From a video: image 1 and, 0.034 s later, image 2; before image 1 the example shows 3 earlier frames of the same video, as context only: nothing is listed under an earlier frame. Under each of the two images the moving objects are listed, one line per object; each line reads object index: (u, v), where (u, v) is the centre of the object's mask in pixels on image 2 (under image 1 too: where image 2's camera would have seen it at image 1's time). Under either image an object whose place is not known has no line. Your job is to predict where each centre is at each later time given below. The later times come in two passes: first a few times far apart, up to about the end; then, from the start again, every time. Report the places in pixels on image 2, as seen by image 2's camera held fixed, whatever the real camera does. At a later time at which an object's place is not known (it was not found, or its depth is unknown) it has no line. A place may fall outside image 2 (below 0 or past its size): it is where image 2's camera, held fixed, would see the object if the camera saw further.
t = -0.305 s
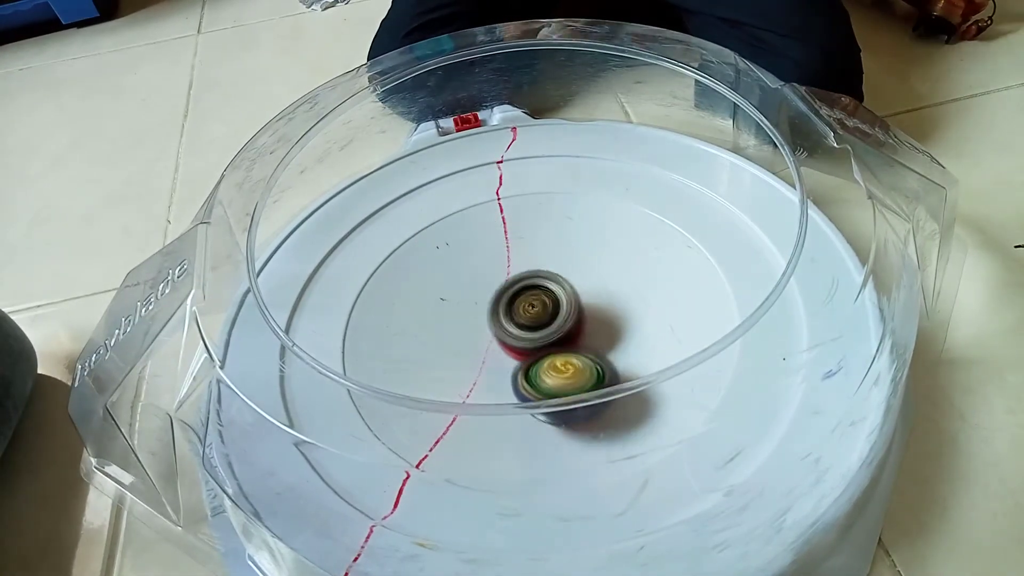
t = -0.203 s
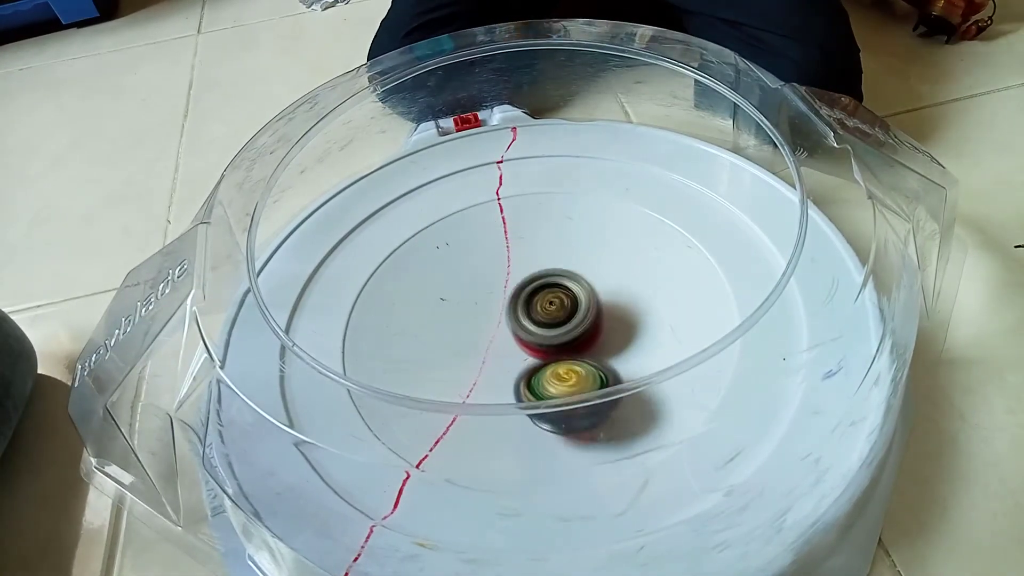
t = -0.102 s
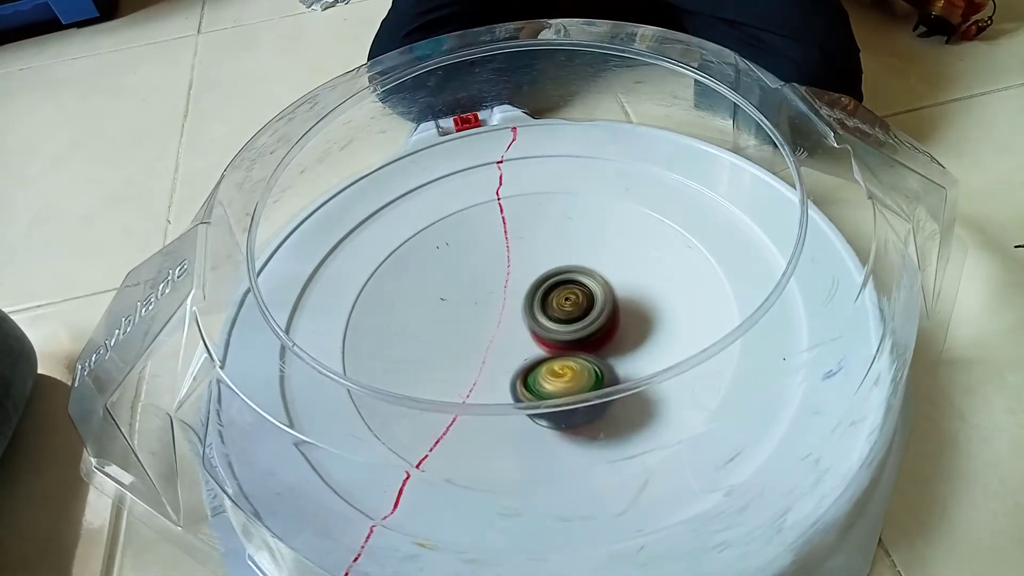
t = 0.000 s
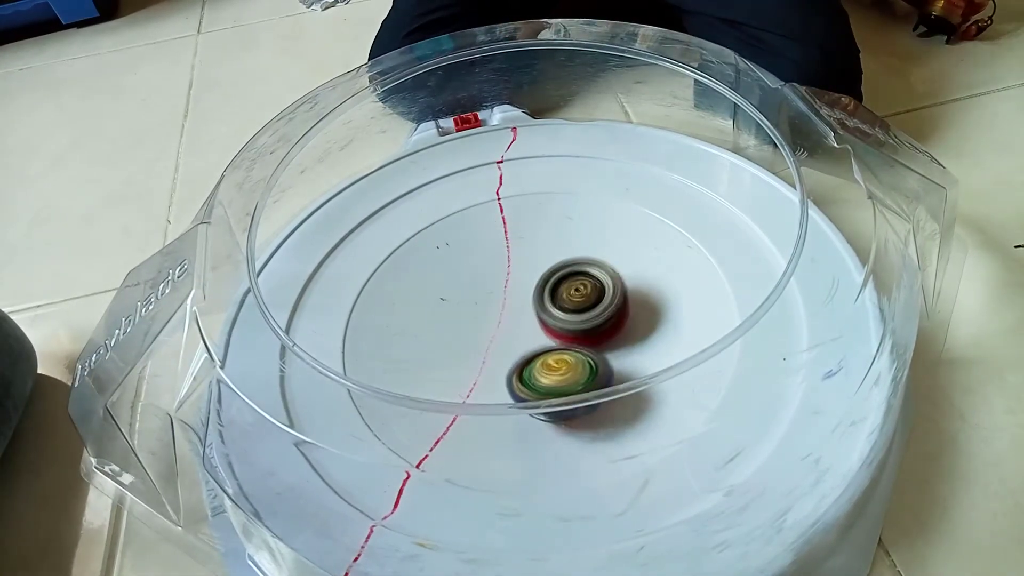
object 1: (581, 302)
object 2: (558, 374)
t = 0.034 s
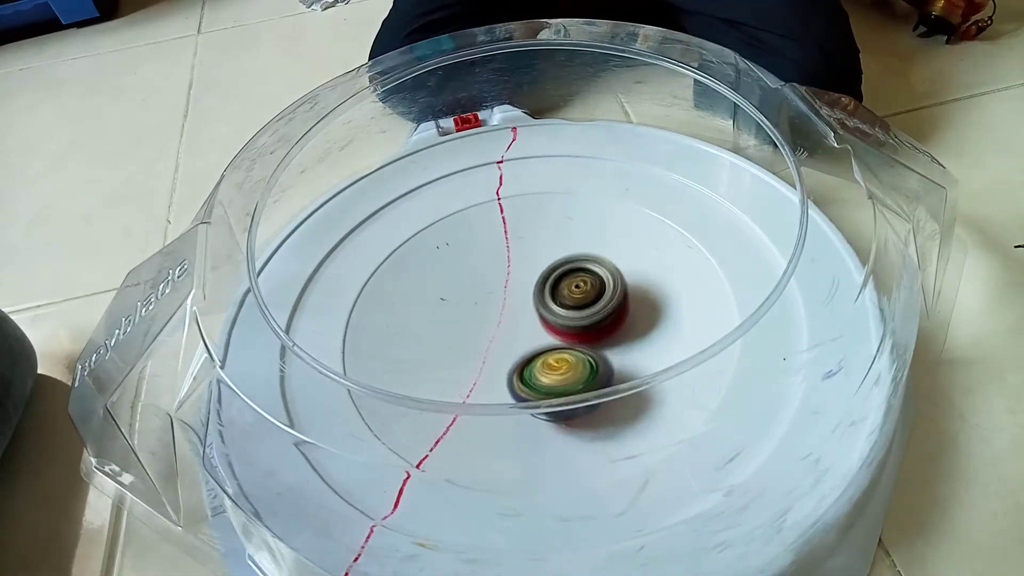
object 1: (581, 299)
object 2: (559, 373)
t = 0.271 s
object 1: (548, 287)
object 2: (574, 366)
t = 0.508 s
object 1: (505, 308)
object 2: (587, 348)
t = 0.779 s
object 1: (492, 345)
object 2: (606, 307)
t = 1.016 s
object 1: (524, 362)
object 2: (601, 271)
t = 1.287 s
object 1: (565, 354)
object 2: (600, 241)
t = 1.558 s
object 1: (542, 325)
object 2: (571, 236)
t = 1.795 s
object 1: (512, 333)
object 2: (539, 239)
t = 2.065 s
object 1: (530, 352)
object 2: (512, 259)
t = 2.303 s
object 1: (573, 338)
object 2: (482, 267)
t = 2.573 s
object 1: (577, 298)
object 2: (462, 307)
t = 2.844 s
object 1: (539, 289)
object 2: (483, 356)
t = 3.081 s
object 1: (530, 303)
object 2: (515, 385)
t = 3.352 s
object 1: (551, 302)
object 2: (530, 375)
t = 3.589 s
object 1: (538, 286)
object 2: (551, 359)
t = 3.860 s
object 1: (508, 296)
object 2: (574, 350)
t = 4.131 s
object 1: (499, 315)
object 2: (589, 328)
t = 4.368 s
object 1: (499, 327)
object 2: (591, 309)
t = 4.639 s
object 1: (506, 336)
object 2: (583, 291)
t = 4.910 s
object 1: (517, 347)
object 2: (561, 276)
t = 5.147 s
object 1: (533, 349)
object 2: (536, 271)
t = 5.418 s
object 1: (553, 345)
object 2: (509, 278)
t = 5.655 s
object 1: (568, 333)
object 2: (490, 292)
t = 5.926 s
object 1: (577, 317)
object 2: (484, 314)
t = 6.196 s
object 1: (575, 302)
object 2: (492, 339)
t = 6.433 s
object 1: (565, 291)
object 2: (511, 353)
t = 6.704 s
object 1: (539, 290)
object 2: (535, 363)
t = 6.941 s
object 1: (519, 302)
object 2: (563, 365)
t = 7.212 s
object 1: (503, 309)
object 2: (585, 340)
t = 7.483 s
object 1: (481, 316)
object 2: (597, 316)
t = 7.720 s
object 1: (500, 329)
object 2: (576, 283)
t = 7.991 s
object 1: (530, 340)
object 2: (562, 265)
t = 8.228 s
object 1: (560, 341)
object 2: (533, 266)
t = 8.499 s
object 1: (574, 321)
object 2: (483, 298)
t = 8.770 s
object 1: (547, 307)
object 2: (459, 334)
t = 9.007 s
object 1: (556, 296)
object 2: (465, 339)
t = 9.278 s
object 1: (574, 285)
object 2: (505, 343)
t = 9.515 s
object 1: (588, 275)
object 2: (531, 343)
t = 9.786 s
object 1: (583, 277)
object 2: (528, 346)
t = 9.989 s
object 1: (565, 280)
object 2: (509, 352)
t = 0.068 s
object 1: (580, 296)
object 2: (560, 372)
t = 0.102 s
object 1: (577, 294)
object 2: (561, 370)
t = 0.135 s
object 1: (573, 292)
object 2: (562, 368)
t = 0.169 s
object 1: (568, 291)
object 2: (564, 365)
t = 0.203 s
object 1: (561, 288)
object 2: (567, 366)
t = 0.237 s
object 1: (555, 286)
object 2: (570, 367)
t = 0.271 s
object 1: (548, 287)
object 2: (574, 366)
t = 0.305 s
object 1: (541, 289)
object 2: (577, 365)
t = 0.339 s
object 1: (535, 291)
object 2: (579, 363)
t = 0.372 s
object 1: (528, 294)
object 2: (580, 361)
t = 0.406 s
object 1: (523, 298)
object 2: (580, 357)
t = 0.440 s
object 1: (518, 302)
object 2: (580, 355)
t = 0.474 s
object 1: (511, 305)
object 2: (583, 352)
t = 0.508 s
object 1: (505, 308)
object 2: (587, 348)
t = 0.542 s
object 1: (499, 311)
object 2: (590, 344)
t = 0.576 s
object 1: (495, 316)
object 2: (593, 339)
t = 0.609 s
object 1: (491, 320)
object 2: (597, 334)
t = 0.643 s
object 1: (488, 326)
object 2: (600, 328)
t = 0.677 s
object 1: (487, 331)
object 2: (602, 323)
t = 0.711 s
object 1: (487, 336)
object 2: (604, 317)
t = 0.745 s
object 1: (489, 341)
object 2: (605, 312)
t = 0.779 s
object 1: (492, 345)
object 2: (606, 307)
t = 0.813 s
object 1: (496, 348)
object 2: (606, 303)
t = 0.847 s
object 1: (502, 351)
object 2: (605, 300)
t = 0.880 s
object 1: (508, 353)
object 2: (603, 297)
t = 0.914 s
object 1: (516, 354)
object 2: (601, 295)
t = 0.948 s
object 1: (522, 353)
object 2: (599, 294)
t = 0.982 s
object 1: (525, 356)
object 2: (599, 285)
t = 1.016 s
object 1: (524, 362)
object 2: (601, 271)
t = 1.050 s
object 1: (527, 364)
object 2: (601, 261)
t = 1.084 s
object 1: (533, 365)
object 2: (601, 256)
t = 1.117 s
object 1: (540, 365)
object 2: (602, 252)
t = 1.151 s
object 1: (546, 364)
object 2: (603, 249)
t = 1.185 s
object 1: (552, 363)
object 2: (603, 246)
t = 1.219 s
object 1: (558, 361)
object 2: (603, 244)
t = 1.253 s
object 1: (562, 358)
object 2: (602, 242)
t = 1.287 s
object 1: (565, 354)
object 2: (600, 241)
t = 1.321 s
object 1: (567, 350)
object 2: (598, 241)
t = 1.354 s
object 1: (566, 345)
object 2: (595, 241)
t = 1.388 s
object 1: (564, 339)
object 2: (592, 240)
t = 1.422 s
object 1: (561, 334)
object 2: (589, 240)
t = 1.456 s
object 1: (557, 329)
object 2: (585, 241)
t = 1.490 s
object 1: (553, 324)
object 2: (581, 242)
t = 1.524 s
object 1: (547, 321)
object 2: (577, 242)
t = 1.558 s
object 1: (542, 325)
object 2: (571, 236)
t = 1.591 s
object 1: (536, 327)
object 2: (565, 232)
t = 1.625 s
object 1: (531, 327)
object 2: (560, 231)
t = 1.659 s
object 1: (526, 328)
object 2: (555, 231)
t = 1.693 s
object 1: (521, 329)
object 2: (551, 232)
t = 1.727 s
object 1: (517, 330)
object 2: (547, 233)
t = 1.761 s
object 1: (514, 331)
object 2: (543, 236)
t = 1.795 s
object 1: (512, 333)
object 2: (539, 239)
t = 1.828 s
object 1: (510, 335)
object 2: (535, 242)
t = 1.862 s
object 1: (509, 336)
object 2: (532, 246)
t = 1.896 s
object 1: (509, 338)
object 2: (528, 250)
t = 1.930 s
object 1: (511, 339)
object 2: (525, 255)
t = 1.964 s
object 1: (513, 339)
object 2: (523, 259)
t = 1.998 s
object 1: (516, 340)
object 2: (521, 261)
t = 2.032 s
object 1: (521, 345)
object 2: (518, 263)
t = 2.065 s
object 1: (530, 352)
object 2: (512, 259)
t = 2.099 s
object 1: (537, 353)
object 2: (507, 257)
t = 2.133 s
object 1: (544, 353)
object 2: (502, 257)
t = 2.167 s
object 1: (550, 352)
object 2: (497, 257)
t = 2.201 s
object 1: (557, 350)
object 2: (492, 259)
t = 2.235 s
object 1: (563, 348)
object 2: (488, 261)
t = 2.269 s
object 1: (568, 344)
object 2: (484, 264)
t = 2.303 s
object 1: (573, 338)
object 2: (482, 267)
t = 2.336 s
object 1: (575, 333)
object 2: (480, 270)
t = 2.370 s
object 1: (577, 328)
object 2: (478, 274)
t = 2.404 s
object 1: (576, 323)
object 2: (479, 278)
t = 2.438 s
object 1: (573, 318)
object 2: (480, 283)
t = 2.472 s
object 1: (570, 313)
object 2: (481, 287)
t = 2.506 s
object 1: (575, 308)
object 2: (476, 292)
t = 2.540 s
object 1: (578, 303)
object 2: (468, 299)
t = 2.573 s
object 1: (577, 298)
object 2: (462, 307)
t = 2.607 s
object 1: (574, 293)
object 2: (460, 315)
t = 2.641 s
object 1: (570, 290)
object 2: (460, 321)
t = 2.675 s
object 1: (564, 288)
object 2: (463, 326)
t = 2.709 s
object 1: (559, 286)
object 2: (466, 332)
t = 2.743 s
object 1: (552, 287)
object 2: (471, 336)
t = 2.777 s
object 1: (546, 288)
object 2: (476, 343)
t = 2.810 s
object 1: (543, 288)
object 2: (480, 350)
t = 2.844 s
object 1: (539, 289)
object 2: (483, 356)
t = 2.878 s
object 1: (535, 290)
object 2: (488, 361)
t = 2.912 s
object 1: (532, 292)
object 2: (493, 364)
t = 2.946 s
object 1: (530, 294)
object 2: (499, 368)
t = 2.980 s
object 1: (529, 296)
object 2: (503, 371)
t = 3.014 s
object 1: (528, 298)
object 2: (506, 374)
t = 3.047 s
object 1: (529, 300)
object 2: (510, 376)
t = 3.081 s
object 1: (530, 303)
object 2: (515, 385)
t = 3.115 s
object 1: (532, 305)
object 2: (519, 387)
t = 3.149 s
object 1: (535, 307)
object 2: (521, 388)
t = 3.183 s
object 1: (538, 309)
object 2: (524, 388)
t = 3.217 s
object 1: (542, 310)
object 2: (527, 386)
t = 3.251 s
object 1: (545, 311)
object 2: (528, 378)
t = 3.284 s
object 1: (548, 308)
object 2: (528, 377)
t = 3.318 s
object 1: (550, 304)
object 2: (529, 376)
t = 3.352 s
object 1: (551, 302)
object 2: (530, 375)
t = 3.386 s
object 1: (551, 299)
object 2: (533, 372)
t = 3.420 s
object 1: (551, 297)
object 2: (535, 369)
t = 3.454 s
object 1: (550, 294)
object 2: (537, 367)
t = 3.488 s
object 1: (549, 292)
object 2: (540, 365)
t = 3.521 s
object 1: (545, 289)
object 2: (543, 363)
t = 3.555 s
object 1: (542, 287)
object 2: (546, 361)
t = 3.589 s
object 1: (538, 286)
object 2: (551, 359)
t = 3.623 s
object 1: (534, 286)
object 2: (554, 359)
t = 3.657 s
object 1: (529, 286)
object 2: (558, 358)
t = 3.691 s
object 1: (525, 288)
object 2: (561, 357)
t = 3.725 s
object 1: (521, 290)
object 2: (563, 355)
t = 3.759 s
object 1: (517, 291)
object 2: (567, 353)
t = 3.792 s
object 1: (514, 293)
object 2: (570, 352)
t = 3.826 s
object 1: (511, 294)
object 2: (573, 351)
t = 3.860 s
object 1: (508, 296)
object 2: (574, 350)
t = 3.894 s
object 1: (506, 299)
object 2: (574, 346)
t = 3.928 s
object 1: (504, 301)
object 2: (576, 343)
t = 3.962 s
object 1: (503, 304)
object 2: (579, 341)
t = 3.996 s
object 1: (502, 307)
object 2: (582, 340)
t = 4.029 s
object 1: (501, 309)
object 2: (584, 337)
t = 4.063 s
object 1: (500, 311)
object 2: (586, 334)
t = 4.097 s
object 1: (500, 313)
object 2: (588, 331)
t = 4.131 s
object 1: (499, 315)
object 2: (589, 328)
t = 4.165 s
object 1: (499, 317)
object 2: (590, 325)
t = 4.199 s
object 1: (498, 318)
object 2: (591, 322)
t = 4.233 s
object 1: (498, 320)
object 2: (592, 319)
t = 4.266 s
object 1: (497, 321)
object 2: (591, 317)
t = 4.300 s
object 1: (498, 323)
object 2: (590, 315)
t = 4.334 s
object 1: (498, 325)
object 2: (590, 312)
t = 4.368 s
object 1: (499, 327)
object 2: (591, 309)
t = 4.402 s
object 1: (501, 328)
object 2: (591, 306)
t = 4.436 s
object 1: (502, 329)
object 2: (592, 301)
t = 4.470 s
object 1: (504, 330)
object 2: (592, 297)
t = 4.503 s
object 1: (503, 331)
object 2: (591, 294)
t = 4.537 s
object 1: (503, 332)
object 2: (591, 292)
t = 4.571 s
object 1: (503, 334)
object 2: (589, 291)
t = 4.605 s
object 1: (504, 335)
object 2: (586, 291)
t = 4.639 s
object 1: (506, 336)
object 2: (583, 291)
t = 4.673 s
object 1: (507, 338)
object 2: (581, 290)
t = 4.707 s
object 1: (508, 340)
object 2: (578, 287)
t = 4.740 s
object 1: (510, 341)
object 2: (576, 284)
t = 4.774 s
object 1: (511, 342)
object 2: (573, 282)
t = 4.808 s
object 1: (513, 343)
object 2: (571, 280)
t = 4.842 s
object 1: (514, 344)
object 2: (568, 279)
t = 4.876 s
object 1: (515, 345)
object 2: (564, 278)
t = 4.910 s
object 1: (517, 347)
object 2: (561, 276)
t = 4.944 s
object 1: (520, 347)
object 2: (557, 275)
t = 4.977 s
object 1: (522, 347)
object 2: (554, 274)
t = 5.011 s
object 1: (524, 347)
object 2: (550, 273)
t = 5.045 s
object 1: (526, 347)
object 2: (547, 272)
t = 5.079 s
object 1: (529, 348)
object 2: (543, 271)
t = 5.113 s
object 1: (531, 348)
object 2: (540, 271)
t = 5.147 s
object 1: (533, 349)
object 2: (536, 271)
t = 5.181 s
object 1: (536, 349)
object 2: (533, 272)
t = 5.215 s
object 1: (538, 349)
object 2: (530, 273)
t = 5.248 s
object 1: (541, 348)
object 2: (526, 274)
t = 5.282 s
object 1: (545, 348)
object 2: (522, 274)
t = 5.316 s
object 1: (547, 347)
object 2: (519, 274)
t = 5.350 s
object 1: (549, 346)
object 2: (515, 276)
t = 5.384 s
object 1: (551, 345)
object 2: (512, 277)
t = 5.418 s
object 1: (553, 345)
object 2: (509, 278)
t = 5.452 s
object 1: (555, 344)
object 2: (506, 280)
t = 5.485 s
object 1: (557, 342)
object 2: (504, 283)
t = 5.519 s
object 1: (560, 341)
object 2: (500, 284)
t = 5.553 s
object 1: (562, 339)
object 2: (496, 286)
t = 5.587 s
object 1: (563, 337)
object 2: (494, 288)
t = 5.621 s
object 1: (566, 335)
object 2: (491, 290)
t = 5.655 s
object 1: (568, 333)
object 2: (490, 292)
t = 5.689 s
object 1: (570, 332)
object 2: (489, 293)
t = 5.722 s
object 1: (571, 330)
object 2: (488, 296)
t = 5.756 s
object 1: (573, 327)
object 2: (489, 299)
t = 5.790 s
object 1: (575, 326)
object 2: (487, 301)
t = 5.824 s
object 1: (576, 324)
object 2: (486, 304)
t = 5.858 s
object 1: (576, 321)
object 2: (485, 307)
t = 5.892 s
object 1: (577, 319)
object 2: (484, 311)
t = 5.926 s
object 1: (577, 317)
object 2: (484, 314)
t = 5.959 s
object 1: (577, 315)
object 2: (483, 317)
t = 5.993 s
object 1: (577, 313)
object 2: (484, 320)
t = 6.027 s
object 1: (578, 311)
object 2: (485, 322)
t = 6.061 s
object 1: (578, 310)
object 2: (485, 326)
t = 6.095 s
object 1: (578, 307)
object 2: (488, 328)
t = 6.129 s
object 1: (578, 306)
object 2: (489, 332)
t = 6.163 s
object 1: (576, 304)
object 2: (489, 335)
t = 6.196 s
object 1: (575, 302)
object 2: (492, 339)
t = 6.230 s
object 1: (574, 300)
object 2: (493, 343)
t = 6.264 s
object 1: (572, 299)
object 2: (495, 345)
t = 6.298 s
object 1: (571, 298)
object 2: (498, 348)
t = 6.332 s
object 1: (571, 296)
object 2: (499, 350)
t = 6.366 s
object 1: (569, 294)
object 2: (502, 352)
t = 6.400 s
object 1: (567, 292)
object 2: (506, 352)
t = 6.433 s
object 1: (565, 291)
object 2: (511, 353)
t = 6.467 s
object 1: (562, 289)
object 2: (514, 357)
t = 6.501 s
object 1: (558, 289)
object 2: (518, 359)
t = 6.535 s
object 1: (554, 290)
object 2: (522, 361)
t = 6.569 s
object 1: (551, 290)
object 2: (524, 363)
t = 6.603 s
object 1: (549, 290)
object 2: (526, 365)
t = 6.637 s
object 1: (545, 290)
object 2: (528, 365)
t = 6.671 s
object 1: (542, 290)
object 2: (531, 364)
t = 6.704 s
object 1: (539, 290)
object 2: (535, 363)
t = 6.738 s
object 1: (535, 292)
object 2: (539, 364)
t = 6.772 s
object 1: (531, 294)
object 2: (544, 365)
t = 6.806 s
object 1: (529, 296)
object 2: (549, 367)
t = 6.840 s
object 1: (526, 299)
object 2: (554, 366)
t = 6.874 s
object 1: (524, 300)
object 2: (557, 367)
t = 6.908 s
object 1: (521, 302)
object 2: (561, 365)
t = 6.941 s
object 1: (519, 302)
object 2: (563, 365)
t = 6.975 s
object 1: (517, 301)
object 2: (566, 363)
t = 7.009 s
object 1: (513, 301)
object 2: (566, 363)
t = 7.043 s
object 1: (510, 301)
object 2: (567, 359)
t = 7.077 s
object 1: (508, 302)
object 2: (568, 355)
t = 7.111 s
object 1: (505, 304)
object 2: (571, 351)
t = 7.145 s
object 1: (504, 306)
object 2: (576, 347)
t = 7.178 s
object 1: (504, 308)
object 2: (581, 344)
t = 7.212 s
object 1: (503, 309)
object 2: (585, 340)
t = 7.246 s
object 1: (502, 311)
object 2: (587, 336)
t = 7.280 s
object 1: (501, 311)
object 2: (589, 333)
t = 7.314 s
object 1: (493, 309)
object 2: (599, 329)
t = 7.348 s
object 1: (489, 309)
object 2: (604, 327)
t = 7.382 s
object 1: (485, 311)
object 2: (605, 323)
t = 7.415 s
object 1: (482, 312)
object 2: (604, 321)
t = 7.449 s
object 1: (481, 314)
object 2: (600, 319)
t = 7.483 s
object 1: (481, 316)
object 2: (597, 316)
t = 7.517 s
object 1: (482, 318)
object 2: (591, 314)
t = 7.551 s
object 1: (485, 320)
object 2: (586, 312)
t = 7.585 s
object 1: (488, 322)
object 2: (580, 307)
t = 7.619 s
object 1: (489, 324)
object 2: (578, 301)
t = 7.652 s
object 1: (491, 326)
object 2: (578, 294)
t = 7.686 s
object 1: (496, 328)
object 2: (577, 288)
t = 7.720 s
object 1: (500, 329)
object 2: (576, 283)
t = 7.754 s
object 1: (503, 330)
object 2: (576, 278)
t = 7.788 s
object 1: (507, 331)
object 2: (575, 275)
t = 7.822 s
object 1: (511, 332)
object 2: (574, 273)
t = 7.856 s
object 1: (514, 334)
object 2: (572, 270)
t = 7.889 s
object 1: (518, 336)
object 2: (570, 269)
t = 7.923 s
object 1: (522, 338)
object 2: (568, 268)
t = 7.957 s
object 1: (525, 340)
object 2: (565, 266)
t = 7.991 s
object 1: (530, 340)
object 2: (562, 265)
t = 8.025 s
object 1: (534, 343)
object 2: (559, 264)
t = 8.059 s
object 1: (537, 344)
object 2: (556, 262)
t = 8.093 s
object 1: (543, 344)
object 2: (552, 262)
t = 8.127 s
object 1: (547, 343)
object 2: (548, 263)
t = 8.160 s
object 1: (552, 341)
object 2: (544, 264)
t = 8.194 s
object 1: (556, 341)
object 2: (540, 265)
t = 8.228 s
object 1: (560, 341)
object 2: (533, 266)
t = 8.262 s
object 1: (564, 338)
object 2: (528, 268)
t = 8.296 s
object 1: (568, 337)
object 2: (522, 271)
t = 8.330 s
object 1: (571, 336)
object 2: (515, 273)
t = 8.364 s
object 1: (573, 333)
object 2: (508, 277)
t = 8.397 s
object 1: (575, 330)
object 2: (502, 281)
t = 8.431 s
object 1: (576, 327)
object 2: (496, 286)
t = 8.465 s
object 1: (575, 324)
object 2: (489, 292)
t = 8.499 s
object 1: (574, 321)
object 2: (483, 298)
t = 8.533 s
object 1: (573, 318)
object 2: (477, 304)
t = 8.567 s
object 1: (570, 316)
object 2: (472, 310)
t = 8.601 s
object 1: (567, 314)
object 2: (467, 315)
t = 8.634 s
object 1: (563, 312)
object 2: (463, 320)
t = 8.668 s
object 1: (559, 310)
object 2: (461, 325)
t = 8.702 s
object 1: (555, 308)
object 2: (460, 329)
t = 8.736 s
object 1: (551, 308)
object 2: (459, 332)
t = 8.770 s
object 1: (547, 307)
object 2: (459, 334)
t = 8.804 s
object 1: (546, 306)
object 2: (459, 334)
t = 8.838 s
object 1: (547, 305)
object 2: (460, 334)
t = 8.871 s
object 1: (547, 303)
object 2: (461, 335)
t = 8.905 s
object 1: (549, 301)
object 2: (463, 336)
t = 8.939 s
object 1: (550, 299)
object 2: (464, 337)
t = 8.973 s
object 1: (554, 298)
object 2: (463, 338)
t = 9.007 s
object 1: (556, 296)
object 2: (465, 339)
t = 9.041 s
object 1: (558, 294)
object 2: (469, 339)
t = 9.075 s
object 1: (559, 293)
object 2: (474, 339)
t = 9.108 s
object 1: (560, 292)
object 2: (479, 339)
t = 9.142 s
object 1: (562, 291)
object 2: (485, 339)
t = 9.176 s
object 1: (566, 290)
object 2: (489, 340)
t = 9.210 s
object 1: (567, 289)
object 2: (495, 341)
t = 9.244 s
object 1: (571, 287)
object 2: (501, 341)
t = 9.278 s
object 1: (574, 285)
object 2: (505, 343)
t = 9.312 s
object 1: (576, 283)
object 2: (512, 344)
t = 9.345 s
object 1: (578, 281)
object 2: (519, 343)
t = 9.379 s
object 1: (582, 278)
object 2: (522, 343)
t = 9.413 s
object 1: (583, 278)
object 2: (525, 344)
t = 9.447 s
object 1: (584, 277)
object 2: (527, 344)
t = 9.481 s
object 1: (586, 276)
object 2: (530, 342)
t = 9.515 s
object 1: (588, 275)
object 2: (531, 343)
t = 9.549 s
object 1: (589, 274)
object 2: (532, 343)
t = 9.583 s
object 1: (590, 273)
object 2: (532, 343)
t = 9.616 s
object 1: (590, 273)
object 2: (534, 342)
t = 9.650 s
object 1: (591, 272)
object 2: (532, 345)
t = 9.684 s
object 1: (589, 273)
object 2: (531, 345)
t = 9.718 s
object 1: (587, 275)
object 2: (531, 345)
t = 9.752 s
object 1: (585, 276)
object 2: (530, 345)
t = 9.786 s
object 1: (583, 277)
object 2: (528, 346)
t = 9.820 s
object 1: (581, 277)
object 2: (524, 349)
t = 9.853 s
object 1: (580, 275)
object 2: (518, 355)
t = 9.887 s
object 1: (576, 275)
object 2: (514, 356)
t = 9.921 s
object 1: (573, 276)
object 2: (513, 356)
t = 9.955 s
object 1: (569, 278)
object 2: (510, 354)
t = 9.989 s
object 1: (565, 280)
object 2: (509, 352)
